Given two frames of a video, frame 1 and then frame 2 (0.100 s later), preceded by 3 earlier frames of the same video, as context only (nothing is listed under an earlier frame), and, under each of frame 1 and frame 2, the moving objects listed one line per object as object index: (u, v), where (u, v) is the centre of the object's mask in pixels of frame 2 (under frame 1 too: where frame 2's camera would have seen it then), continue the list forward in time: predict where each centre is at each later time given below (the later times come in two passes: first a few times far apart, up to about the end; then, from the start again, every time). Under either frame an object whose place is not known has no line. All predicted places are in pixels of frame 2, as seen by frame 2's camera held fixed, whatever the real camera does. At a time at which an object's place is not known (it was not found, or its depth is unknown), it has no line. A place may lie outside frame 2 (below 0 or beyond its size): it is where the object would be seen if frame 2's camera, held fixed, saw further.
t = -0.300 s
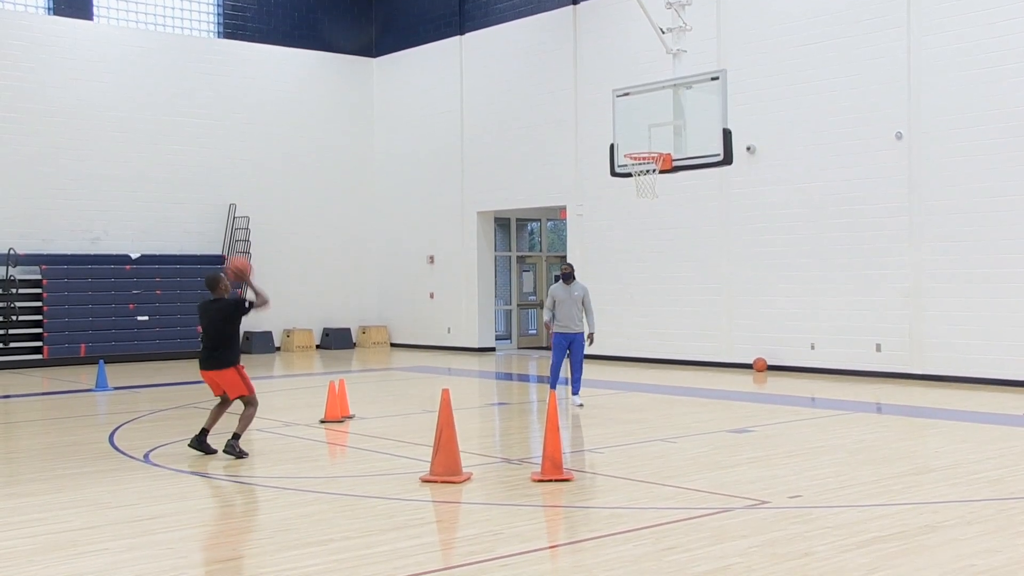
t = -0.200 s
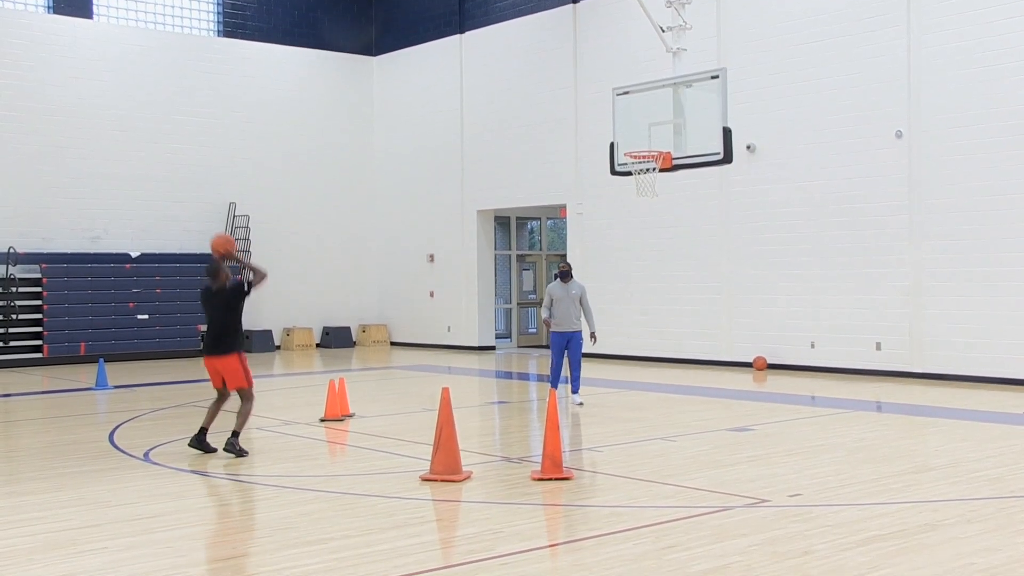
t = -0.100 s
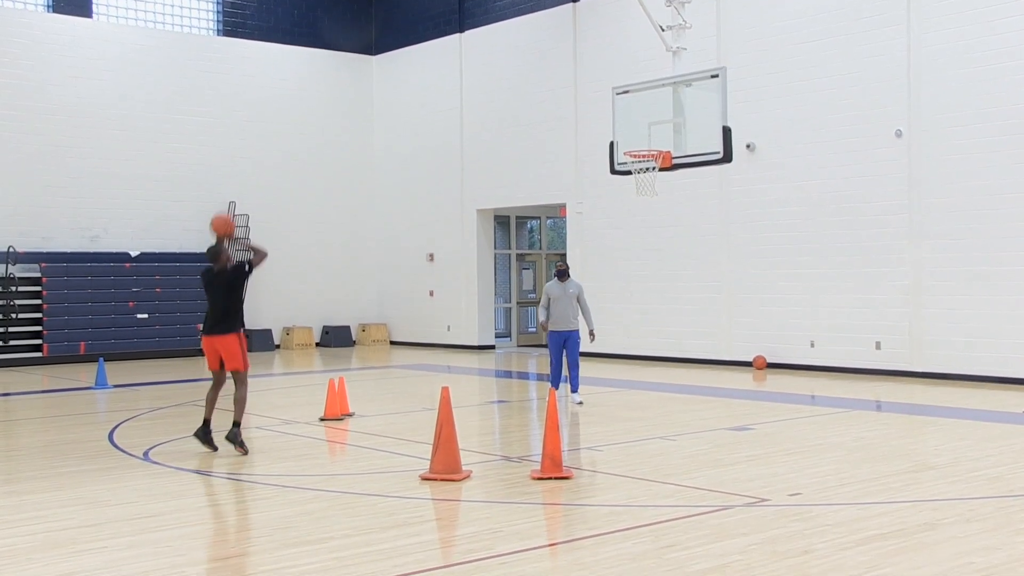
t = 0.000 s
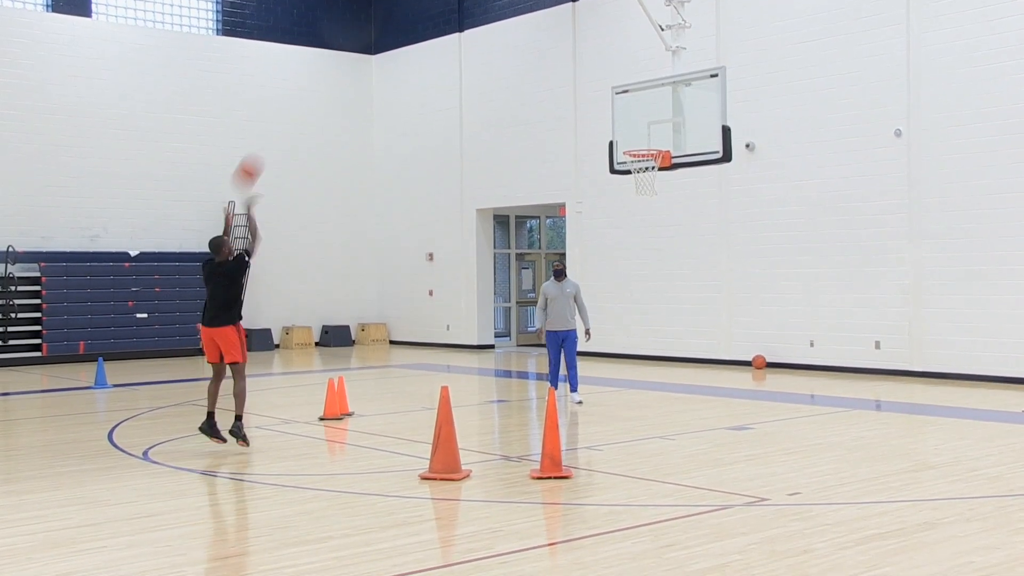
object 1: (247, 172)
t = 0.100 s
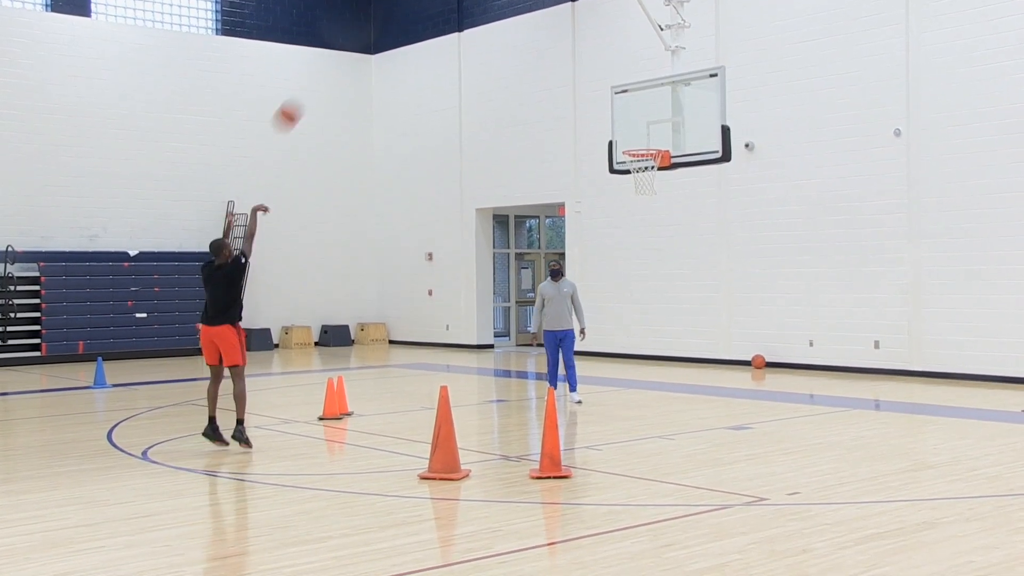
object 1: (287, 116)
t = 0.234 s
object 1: (341, 57)
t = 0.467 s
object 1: (423, 11)
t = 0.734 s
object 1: (509, 14)
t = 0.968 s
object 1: (578, 70)
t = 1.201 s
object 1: (640, 163)
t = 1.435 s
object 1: (673, 209)
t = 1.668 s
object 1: (703, 291)
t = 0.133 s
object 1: (301, 100)
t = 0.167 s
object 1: (314, 85)
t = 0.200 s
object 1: (327, 72)
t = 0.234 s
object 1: (341, 57)
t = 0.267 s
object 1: (354, 46)
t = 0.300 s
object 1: (364, 39)
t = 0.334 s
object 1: (377, 31)
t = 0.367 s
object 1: (388, 24)
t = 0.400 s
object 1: (400, 18)
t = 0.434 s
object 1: (412, 13)
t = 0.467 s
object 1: (423, 11)
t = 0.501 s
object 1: (435, 9)
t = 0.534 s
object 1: (446, 8)
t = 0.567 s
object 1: (457, 8)
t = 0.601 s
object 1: (469, 8)
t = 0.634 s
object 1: (479, 9)
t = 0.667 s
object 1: (489, 9)
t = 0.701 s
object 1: (499, 11)
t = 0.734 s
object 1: (509, 14)
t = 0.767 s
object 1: (519, 19)
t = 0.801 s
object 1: (530, 26)
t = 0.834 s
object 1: (539, 33)
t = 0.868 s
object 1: (549, 41)
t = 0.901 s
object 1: (559, 49)
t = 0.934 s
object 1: (568, 59)
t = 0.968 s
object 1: (578, 70)
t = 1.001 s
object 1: (587, 80)
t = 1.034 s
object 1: (596, 92)
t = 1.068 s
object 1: (605, 105)
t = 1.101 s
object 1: (614, 118)
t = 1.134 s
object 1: (624, 133)
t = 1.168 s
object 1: (631, 143)
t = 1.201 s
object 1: (640, 163)
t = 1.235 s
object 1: (647, 174)
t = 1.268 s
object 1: (651, 177)
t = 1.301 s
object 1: (657, 182)
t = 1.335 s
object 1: (661, 187)
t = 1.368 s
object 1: (665, 194)
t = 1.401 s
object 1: (669, 201)
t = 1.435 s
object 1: (673, 209)
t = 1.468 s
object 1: (677, 218)
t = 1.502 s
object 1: (682, 228)
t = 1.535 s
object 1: (686, 239)
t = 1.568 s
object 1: (690, 251)
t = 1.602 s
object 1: (694, 262)
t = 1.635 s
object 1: (699, 276)
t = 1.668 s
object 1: (703, 291)
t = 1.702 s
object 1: (707, 305)
